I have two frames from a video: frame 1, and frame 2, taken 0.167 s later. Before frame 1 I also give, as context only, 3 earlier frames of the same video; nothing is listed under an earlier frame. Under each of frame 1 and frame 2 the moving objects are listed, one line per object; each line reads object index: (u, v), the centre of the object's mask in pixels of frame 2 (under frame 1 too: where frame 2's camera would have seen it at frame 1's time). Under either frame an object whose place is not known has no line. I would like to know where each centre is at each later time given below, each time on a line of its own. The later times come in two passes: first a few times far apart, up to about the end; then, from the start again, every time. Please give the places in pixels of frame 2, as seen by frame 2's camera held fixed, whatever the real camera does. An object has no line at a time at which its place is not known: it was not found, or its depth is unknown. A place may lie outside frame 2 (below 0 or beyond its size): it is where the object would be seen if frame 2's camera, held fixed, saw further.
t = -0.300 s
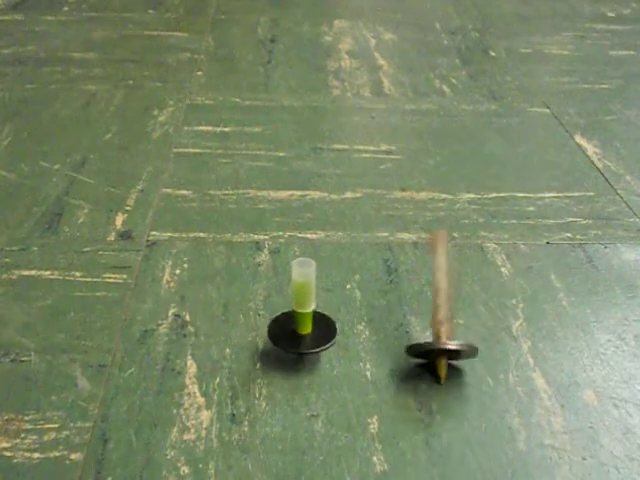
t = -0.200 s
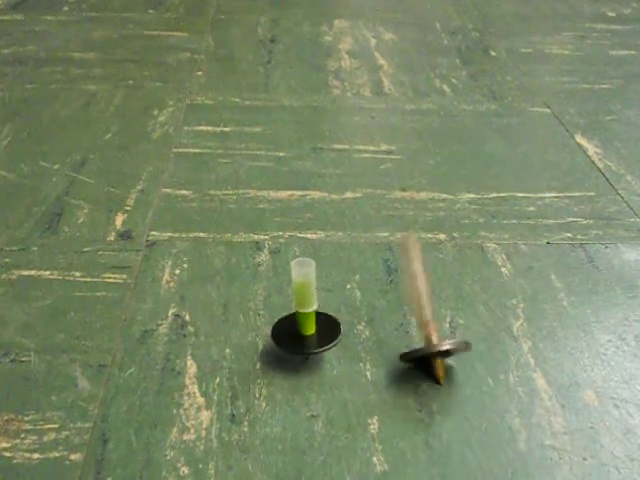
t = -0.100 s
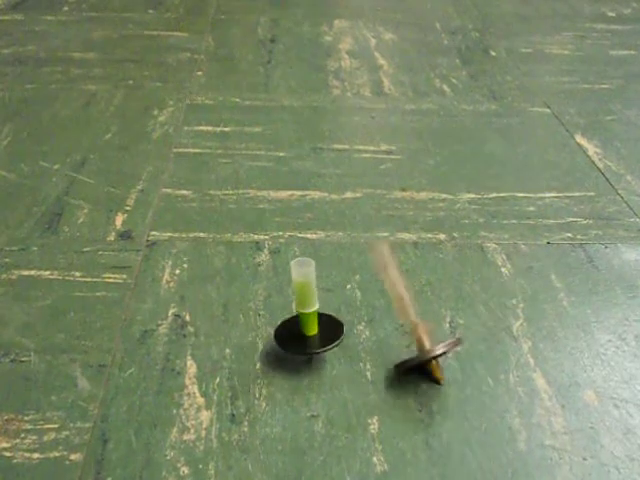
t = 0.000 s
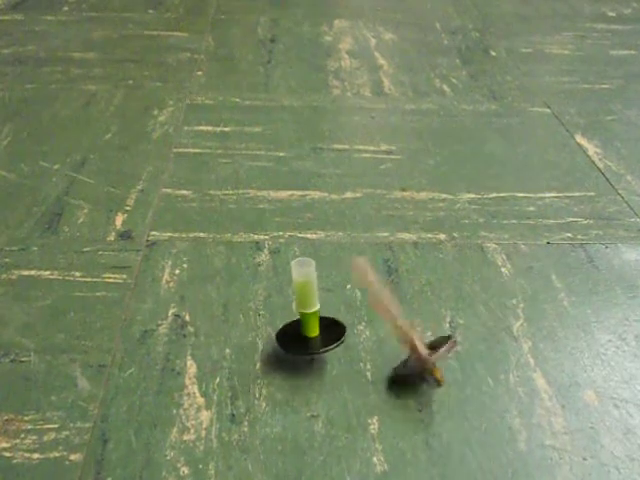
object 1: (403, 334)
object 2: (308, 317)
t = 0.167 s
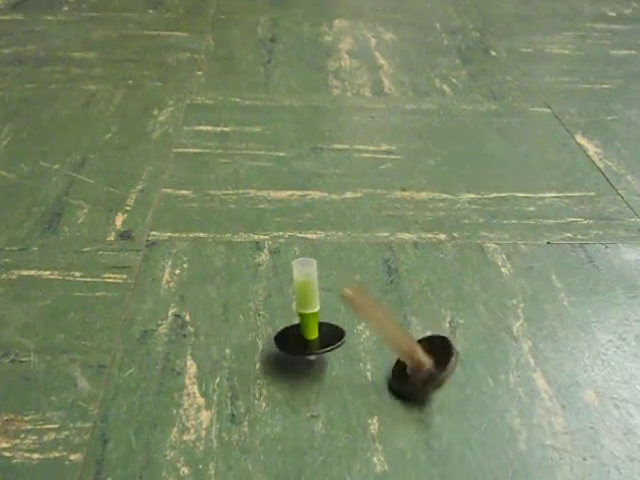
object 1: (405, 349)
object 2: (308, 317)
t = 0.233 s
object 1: (416, 360)
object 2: (307, 317)
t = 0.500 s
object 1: (461, 368)
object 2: (300, 317)
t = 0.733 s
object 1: (490, 351)
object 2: (299, 317)
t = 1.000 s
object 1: (494, 325)
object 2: (304, 316)
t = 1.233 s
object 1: (456, 314)
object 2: (308, 316)
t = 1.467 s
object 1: (411, 311)
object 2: (308, 316)
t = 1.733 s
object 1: (402, 343)
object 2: (304, 316)
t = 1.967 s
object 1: (404, 345)
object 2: (302, 317)
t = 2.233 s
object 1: (402, 331)
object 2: (306, 316)
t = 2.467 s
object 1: (431, 314)
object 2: (310, 315)
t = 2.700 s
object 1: (467, 317)
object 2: (312, 315)
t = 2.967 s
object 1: (488, 320)
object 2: (310, 315)
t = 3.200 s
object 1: (491, 321)
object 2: (307, 315)
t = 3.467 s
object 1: (481, 317)
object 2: (310, 315)
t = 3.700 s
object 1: (455, 313)
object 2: (313, 315)
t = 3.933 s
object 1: (421, 316)
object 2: (314, 315)
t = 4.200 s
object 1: (403, 329)
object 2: (312, 316)
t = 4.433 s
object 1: (402, 333)
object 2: (312, 316)
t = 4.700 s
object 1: (409, 328)
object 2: (315, 316)
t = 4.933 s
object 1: (432, 314)
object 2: (318, 316)
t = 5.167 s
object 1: (457, 313)
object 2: (319, 316)
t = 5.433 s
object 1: (465, 314)
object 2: (316, 316)
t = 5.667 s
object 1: (455, 313)
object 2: (314, 317)
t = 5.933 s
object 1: (427, 312)
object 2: (316, 317)
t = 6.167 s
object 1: (407, 319)
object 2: (320, 317)
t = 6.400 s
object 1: (406, 322)
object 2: (321, 317)
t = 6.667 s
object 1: (419, 316)
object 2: (318, 317)
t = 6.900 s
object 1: (439, 312)
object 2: (317, 317)
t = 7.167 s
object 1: (456, 313)
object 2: (320, 318)
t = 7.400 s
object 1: (446, 312)
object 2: (323, 317)
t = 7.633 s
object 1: (433, 314)
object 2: (323, 316)
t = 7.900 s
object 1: (414, 317)
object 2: (321, 317)
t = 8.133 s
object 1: (408, 318)
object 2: (320, 316)
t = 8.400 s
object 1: (419, 319)
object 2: (322, 316)
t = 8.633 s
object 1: (432, 312)
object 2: (323, 315)
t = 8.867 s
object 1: (434, 311)
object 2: (323, 315)
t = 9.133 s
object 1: (423, 310)
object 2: (328, 319)
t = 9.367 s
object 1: (413, 318)
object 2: (325, 321)
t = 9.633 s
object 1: (410, 317)
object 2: (328, 321)
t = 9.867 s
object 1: (416, 317)
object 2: (328, 321)
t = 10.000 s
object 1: (423, 312)
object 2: (327, 321)
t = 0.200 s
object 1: (409, 353)
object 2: (307, 317)
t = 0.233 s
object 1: (416, 360)
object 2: (307, 317)
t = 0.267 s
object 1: (420, 362)
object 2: (307, 317)
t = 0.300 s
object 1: (427, 366)
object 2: (306, 316)
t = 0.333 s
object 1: (434, 370)
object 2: (305, 317)
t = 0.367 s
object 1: (439, 371)
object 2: (304, 317)
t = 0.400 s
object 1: (444, 370)
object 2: (303, 317)
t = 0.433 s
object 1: (451, 370)
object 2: (302, 317)
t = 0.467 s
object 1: (456, 370)
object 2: (301, 317)
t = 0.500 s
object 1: (461, 368)
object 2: (300, 317)
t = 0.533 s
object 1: (467, 365)
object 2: (299, 317)
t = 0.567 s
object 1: (473, 362)
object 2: (299, 317)
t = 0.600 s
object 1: (477, 360)
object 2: (299, 317)
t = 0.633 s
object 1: (480, 358)
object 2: (299, 317)
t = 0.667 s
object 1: (484, 356)
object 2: (299, 317)
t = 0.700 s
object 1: (488, 353)
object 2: (299, 317)
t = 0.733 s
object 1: (490, 351)
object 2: (299, 317)
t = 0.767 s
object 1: (491, 349)
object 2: (299, 317)
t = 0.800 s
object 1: (492, 346)
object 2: (300, 316)
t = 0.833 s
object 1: (492, 344)
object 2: (300, 317)
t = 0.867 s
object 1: (493, 341)
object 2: (301, 316)
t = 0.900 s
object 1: (493, 338)
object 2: (301, 316)
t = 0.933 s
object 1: (493, 335)
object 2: (302, 316)
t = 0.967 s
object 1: (492, 332)
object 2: (303, 316)
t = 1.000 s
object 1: (494, 325)
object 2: (304, 316)
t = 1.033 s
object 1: (489, 324)
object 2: (305, 316)
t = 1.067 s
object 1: (484, 325)
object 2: (306, 316)
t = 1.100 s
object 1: (480, 321)
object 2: (306, 316)
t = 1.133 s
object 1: (477, 315)
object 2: (307, 316)
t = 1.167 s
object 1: (470, 316)
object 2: (307, 316)
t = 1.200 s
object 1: (463, 316)
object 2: (307, 316)
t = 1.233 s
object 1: (456, 314)
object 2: (308, 316)
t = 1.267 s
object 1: (449, 316)
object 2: (308, 316)
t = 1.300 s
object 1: (443, 313)
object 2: (308, 316)
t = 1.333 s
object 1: (436, 310)
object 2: (309, 316)
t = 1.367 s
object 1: (429, 314)
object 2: (309, 316)
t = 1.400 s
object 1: (420, 311)
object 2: (308, 316)
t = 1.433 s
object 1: (417, 319)
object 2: (308, 317)
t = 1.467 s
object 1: (411, 311)
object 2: (308, 316)
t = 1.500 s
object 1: (408, 316)
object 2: (307, 316)
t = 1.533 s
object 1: (403, 324)
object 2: (307, 316)
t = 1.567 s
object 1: (404, 330)
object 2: (306, 316)
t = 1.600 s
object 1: (403, 335)
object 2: (306, 316)
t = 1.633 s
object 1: (403, 338)
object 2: (305, 316)
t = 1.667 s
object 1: (402, 340)
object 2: (305, 316)
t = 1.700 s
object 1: (403, 342)
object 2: (304, 316)
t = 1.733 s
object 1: (402, 343)
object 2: (304, 316)
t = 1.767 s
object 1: (402, 343)
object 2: (303, 316)
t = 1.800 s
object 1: (403, 344)
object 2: (303, 316)
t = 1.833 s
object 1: (404, 346)
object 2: (302, 316)
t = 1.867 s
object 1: (405, 346)
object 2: (302, 316)
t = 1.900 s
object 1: (404, 346)
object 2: (302, 316)
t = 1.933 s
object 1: (404, 346)
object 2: (302, 317)
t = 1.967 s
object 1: (404, 345)
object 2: (302, 317)
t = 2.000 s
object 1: (403, 343)
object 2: (302, 317)
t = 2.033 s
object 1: (402, 342)
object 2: (303, 317)
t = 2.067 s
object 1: (402, 341)
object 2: (303, 316)
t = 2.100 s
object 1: (401, 340)
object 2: (303, 316)
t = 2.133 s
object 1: (401, 337)
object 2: (304, 316)
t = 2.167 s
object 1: (401, 334)
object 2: (305, 316)
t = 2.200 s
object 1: (402, 333)
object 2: (305, 316)
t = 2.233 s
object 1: (402, 331)
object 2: (306, 316)
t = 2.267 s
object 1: (403, 327)
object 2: (307, 316)
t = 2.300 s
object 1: (406, 317)
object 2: (308, 315)
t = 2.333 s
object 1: (409, 319)
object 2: (309, 316)
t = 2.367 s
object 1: (413, 318)
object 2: (308, 315)
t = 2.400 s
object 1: (418, 315)
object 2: (309, 315)
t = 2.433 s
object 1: (424, 312)
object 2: (310, 315)
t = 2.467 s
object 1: (431, 314)
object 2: (310, 315)
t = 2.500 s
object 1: (437, 313)
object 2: (311, 315)
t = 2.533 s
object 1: (442, 315)
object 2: (311, 316)
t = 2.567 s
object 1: (447, 314)
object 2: (311, 315)
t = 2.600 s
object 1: (453, 312)
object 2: (312, 316)
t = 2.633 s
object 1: (458, 315)
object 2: (312, 316)
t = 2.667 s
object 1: (463, 318)
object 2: (312, 316)
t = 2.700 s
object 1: (467, 317)
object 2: (312, 315)
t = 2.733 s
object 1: (472, 318)
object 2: (311, 315)
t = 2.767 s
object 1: (474, 319)
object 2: (311, 316)
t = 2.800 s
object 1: (478, 318)
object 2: (310, 316)
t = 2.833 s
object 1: (481, 318)
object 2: (310, 316)
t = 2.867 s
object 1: (484, 317)
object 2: (311, 315)
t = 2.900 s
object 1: (485, 320)
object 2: (311, 315)
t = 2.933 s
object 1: (487, 318)
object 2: (310, 315)
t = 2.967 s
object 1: (488, 320)
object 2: (310, 315)
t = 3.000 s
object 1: (490, 320)
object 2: (309, 315)
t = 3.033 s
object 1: (490, 321)
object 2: (308, 315)
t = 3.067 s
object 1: (491, 321)
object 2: (308, 315)
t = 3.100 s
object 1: (492, 321)
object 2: (307, 315)
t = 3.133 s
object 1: (492, 321)
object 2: (307, 315)
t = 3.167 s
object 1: (492, 321)
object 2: (307, 315)
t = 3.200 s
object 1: (491, 321)
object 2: (307, 315)
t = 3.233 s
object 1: (490, 321)
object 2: (307, 315)
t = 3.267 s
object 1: (489, 321)
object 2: (307, 315)
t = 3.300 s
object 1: (488, 320)
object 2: (307, 315)
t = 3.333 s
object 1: (487, 319)
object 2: (308, 315)
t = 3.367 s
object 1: (485, 318)
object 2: (308, 316)
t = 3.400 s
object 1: (485, 317)
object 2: (309, 315)
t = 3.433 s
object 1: (483, 316)
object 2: (309, 315)
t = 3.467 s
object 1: (481, 317)
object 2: (310, 315)
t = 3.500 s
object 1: (478, 318)
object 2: (311, 316)
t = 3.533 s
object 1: (474, 318)
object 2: (311, 316)
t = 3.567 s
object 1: (471, 317)
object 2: (311, 315)
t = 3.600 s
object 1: (467, 317)
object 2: (312, 315)
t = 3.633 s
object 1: (463, 317)
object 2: (312, 315)
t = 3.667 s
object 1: (459, 316)
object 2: (313, 315)
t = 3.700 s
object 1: (455, 313)
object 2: (313, 315)
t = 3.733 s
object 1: (449, 315)
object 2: (314, 315)
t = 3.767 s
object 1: (445, 312)
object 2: (315, 315)
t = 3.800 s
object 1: (439, 313)
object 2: (314, 315)
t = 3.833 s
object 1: (435, 313)
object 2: (315, 315)
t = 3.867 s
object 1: (430, 314)
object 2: (315, 315)
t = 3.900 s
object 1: (425, 313)
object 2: (315, 315)
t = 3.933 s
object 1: (421, 316)
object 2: (314, 315)
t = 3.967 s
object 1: (416, 316)
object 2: (314, 316)
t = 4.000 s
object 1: (414, 321)
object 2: (314, 316)
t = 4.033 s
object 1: (410, 322)
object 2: (313, 316)
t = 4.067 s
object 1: (409, 326)
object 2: (312, 315)
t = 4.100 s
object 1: (407, 326)
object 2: (313, 316)
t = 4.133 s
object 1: (406, 329)
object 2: (312, 316)
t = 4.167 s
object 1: (405, 331)
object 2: (311, 316)
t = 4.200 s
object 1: (403, 329)
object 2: (312, 316)
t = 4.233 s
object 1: (402, 330)
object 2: (313, 316)
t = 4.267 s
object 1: (402, 331)
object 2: (313, 317)
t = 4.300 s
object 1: (402, 331)
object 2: (313, 317)
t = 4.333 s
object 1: (402, 333)
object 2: (313, 317)
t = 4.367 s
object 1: (402, 333)
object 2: (312, 317)
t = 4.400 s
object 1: (402, 333)
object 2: (312, 317)
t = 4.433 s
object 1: (402, 333)
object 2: (312, 316)
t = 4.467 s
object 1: (403, 332)
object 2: (312, 316)
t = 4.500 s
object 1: (403, 332)
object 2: (312, 316)
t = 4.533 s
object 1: (403, 330)
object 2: (313, 317)
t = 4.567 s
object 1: (403, 330)
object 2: (313, 316)
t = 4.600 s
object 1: (404, 329)
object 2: (314, 317)
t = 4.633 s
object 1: (406, 329)
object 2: (314, 316)
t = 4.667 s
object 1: (407, 326)
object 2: (315, 316)
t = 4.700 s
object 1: (409, 328)
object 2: (315, 316)
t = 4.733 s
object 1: (410, 323)
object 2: (316, 316)
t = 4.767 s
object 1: (411, 316)
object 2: (316, 317)
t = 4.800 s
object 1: (415, 314)
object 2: (317, 316)
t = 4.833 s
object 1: (419, 313)
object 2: (317, 316)
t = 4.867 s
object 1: (423, 313)
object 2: (317, 316)
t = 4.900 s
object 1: (427, 312)
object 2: (317, 316)
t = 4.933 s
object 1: (432, 314)
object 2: (318, 316)
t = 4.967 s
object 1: (436, 315)
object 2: (318, 316)
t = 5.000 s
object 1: (439, 311)
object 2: (319, 316)
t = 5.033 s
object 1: (443, 313)
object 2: (319, 316)
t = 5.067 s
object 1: (447, 313)
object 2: (319, 316)
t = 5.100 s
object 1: (451, 314)
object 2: (319, 316)
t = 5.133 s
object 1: (455, 311)
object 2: (319, 316)
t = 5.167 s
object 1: (457, 313)
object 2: (319, 316)
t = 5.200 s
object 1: (460, 313)
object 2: (319, 316)
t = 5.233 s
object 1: (462, 313)
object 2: (318, 316)
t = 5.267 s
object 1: (463, 314)
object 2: (318, 316)
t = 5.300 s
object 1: (464, 314)
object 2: (317, 316)
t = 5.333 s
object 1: (465, 313)
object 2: (317, 316)
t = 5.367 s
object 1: (465, 314)
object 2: (316, 316)
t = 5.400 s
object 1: (465, 314)
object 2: (316, 316)
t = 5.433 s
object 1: (465, 314)
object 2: (316, 316)
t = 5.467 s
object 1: (465, 314)
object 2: (315, 316)
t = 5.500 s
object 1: (464, 313)
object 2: (315, 317)
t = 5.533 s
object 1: (463, 314)
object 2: (315, 317)
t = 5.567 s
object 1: (461, 314)
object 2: (315, 317)
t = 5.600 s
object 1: (459, 315)
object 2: (315, 317)
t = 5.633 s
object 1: (457, 314)
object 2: (314, 317)
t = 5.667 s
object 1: (455, 313)
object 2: (314, 317)
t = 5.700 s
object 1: (450, 314)
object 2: (315, 317)
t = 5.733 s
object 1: (447, 313)
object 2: (315, 316)
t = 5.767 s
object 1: (444, 313)
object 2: (315, 316)
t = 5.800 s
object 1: (441, 317)
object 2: (316, 317)
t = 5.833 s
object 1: (437, 313)
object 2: (315, 317)
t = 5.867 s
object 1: (434, 312)
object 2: (316, 317)
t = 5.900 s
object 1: (430, 311)
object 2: (316, 317)
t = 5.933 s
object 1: (427, 312)
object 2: (316, 317)
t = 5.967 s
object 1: (423, 312)
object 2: (317, 316)
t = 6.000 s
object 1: (420, 314)
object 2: (318, 317)
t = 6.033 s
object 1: (416, 313)
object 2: (318, 317)
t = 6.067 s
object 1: (414, 316)
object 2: (319, 317)
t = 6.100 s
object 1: (410, 315)
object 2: (320, 317)
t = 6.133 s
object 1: (409, 318)
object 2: (320, 317)
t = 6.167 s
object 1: (407, 319)
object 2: (320, 317)
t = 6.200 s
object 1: (406, 319)
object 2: (321, 317)
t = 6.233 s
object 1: (406, 322)
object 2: (321, 317)
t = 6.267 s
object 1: (405, 322)
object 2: (322, 317)
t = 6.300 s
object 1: (405, 322)
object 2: (321, 317)
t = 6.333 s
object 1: (405, 323)
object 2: (321, 318)
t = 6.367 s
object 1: (405, 323)
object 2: (321, 317)
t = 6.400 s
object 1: (406, 322)
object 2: (321, 317)
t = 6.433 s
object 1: (406, 322)
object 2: (321, 317)
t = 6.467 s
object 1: (407, 321)
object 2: (321, 317)
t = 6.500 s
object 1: (409, 321)
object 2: (320, 317)
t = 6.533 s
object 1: (410, 322)
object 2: (320, 317)
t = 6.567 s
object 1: (412, 321)
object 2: (320, 317)
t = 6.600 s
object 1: (414, 319)
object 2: (319, 317)
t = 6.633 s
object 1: (416, 317)
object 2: (319, 317)
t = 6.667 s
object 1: (419, 316)
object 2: (318, 317)
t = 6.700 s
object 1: (422, 311)
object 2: (317, 317)
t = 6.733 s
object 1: (425, 313)
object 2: (317, 317)
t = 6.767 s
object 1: (429, 314)
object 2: (317, 317)
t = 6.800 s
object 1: (432, 313)
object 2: (317, 317)
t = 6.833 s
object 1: (434, 311)
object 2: (317, 317)
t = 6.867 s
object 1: (437, 311)
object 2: (317, 317)
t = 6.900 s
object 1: (439, 312)
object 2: (317, 317)
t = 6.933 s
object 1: (442, 314)
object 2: (316, 317)
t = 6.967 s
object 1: (445, 312)
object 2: (317, 318)
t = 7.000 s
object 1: (447, 314)
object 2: (317, 318)
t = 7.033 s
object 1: (449, 315)
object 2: (318, 318)
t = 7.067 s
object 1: (451, 314)
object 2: (318, 318)
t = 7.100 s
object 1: (453, 312)
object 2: (319, 318)
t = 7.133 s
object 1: (455, 313)
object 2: (320, 318)
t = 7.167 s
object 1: (456, 313)
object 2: (320, 318)
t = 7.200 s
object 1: (456, 314)
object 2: (321, 318)
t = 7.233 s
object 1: (455, 313)
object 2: (322, 318)
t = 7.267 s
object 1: (453, 312)
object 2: (323, 318)
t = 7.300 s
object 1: (451, 312)
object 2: (324, 318)
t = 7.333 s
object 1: (450, 312)
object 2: (324, 318)
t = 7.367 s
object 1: (448, 311)
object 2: (324, 318)
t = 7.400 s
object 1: (446, 312)
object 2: (323, 317)
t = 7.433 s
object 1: (444, 312)
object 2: (323, 316)
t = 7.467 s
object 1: (442, 312)
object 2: (324, 317)
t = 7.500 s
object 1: (440, 312)
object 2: (324, 316)
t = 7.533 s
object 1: (438, 312)
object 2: (324, 316)
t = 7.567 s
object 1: (436, 312)
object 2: (324, 316)
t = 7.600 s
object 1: (434, 312)
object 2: (324, 316)
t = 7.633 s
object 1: (433, 314)
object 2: (323, 316)
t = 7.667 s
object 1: (430, 312)
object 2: (323, 316)
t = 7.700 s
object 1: (428, 314)
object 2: (323, 317)
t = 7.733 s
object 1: (426, 313)
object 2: (322, 316)
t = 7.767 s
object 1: (423, 313)
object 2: (322, 316)
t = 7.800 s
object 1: (419, 313)
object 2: (322, 316)
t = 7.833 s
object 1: (417, 313)
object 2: (321, 316)
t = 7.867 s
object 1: (415, 315)
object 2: (321, 317)
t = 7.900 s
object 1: (414, 317)
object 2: (321, 317)
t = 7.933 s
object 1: (412, 317)
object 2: (320, 317)
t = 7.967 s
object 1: (411, 320)
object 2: (320, 317)
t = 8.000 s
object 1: (409, 319)
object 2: (320, 317)
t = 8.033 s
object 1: (408, 318)
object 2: (320, 316)
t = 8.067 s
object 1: (408, 318)
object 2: (320, 317)
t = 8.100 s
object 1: (408, 318)
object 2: (320, 317)
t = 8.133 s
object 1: (408, 318)
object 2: (320, 316)
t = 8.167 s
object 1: (408, 318)
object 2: (321, 316)
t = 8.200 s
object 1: (409, 319)
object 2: (321, 317)
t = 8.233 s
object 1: (410, 319)
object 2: (321, 316)
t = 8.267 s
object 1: (412, 319)
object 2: (322, 316)
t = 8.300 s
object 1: (413, 320)
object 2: (322, 317)
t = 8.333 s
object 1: (414, 319)
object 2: (322, 317)
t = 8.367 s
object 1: (417, 319)
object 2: (322, 316)
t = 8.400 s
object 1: (419, 319)
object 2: (322, 316)
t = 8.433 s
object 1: (420, 313)
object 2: (322, 316)
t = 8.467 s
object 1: (422, 312)
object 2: (323, 316)
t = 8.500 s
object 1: (425, 312)
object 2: (322, 316)
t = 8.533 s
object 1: (427, 313)
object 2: (322, 316)
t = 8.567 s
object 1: (429, 312)
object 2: (322, 316)
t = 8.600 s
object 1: (431, 314)
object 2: (322, 315)
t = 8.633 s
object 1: (432, 312)
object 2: (323, 315)
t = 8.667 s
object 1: (433, 312)
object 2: (323, 315)
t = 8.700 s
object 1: (434, 312)
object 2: (323, 315)
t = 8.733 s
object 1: (435, 312)
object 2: (323, 315)
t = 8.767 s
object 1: (435, 312)
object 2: (322, 315)
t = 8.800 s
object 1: (435, 311)
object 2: (322, 315)
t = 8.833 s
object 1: (435, 311)
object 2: (322, 315)
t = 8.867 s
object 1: (434, 311)
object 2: (323, 315)
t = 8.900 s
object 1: (433, 311)
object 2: (324, 315)
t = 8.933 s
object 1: (432, 311)
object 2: (325, 315)
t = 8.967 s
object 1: (432, 313)
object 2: (326, 315)
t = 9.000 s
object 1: (431, 314)
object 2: (327, 316)
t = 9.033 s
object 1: (429, 314)
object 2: (327, 317)
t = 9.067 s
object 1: (428, 313)
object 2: (327, 317)
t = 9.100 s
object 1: (426, 312)
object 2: (328, 318)
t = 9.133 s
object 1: (423, 310)
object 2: (328, 319)
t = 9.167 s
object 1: (421, 311)
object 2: (328, 320)
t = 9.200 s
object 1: (420, 311)
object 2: (327, 320)
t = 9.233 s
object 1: (417, 312)
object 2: (327, 321)
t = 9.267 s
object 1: (416, 313)
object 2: (326, 321)
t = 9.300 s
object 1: (415, 316)
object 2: (326, 322)
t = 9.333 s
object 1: (414, 316)
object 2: (325, 321)
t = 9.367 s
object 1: (413, 318)
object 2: (325, 321)
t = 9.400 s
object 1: (411, 317)
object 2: (325, 321)
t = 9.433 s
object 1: (410, 317)
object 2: (326, 321)
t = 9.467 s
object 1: (410, 317)
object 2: (327, 321)
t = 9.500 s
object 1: (410, 317)
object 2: (327, 321)
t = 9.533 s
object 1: (410, 317)
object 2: (327, 321)
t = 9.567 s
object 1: (410, 317)
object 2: (328, 321)
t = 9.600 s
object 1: (410, 317)
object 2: (328, 321)
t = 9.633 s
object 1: (410, 317)
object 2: (328, 321)
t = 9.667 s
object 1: (410, 317)
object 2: (328, 321)
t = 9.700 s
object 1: (411, 317)
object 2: (328, 320)
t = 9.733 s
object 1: (412, 317)
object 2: (328, 321)
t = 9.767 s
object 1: (413, 318)
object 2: (327, 321)
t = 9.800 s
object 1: (415, 318)
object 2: (328, 321)
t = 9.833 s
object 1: (416, 317)
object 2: (328, 321)
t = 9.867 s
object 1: (416, 317)
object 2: (328, 321)
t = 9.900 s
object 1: (417, 314)
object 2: (328, 321)
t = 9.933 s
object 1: (419, 314)
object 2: (327, 321)
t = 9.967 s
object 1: (421, 313)
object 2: (327, 321)
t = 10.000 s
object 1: (423, 312)
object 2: (327, 321)
